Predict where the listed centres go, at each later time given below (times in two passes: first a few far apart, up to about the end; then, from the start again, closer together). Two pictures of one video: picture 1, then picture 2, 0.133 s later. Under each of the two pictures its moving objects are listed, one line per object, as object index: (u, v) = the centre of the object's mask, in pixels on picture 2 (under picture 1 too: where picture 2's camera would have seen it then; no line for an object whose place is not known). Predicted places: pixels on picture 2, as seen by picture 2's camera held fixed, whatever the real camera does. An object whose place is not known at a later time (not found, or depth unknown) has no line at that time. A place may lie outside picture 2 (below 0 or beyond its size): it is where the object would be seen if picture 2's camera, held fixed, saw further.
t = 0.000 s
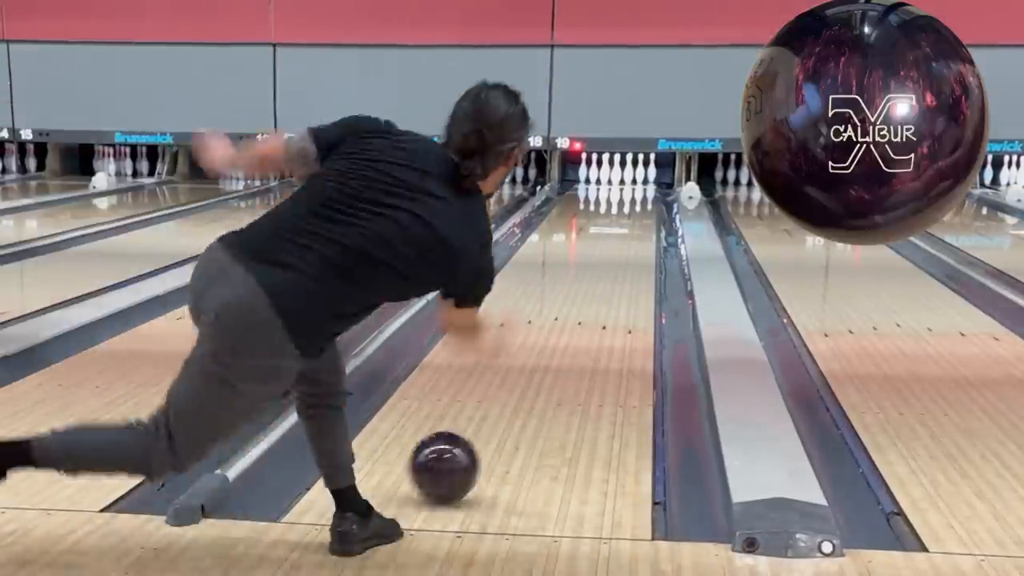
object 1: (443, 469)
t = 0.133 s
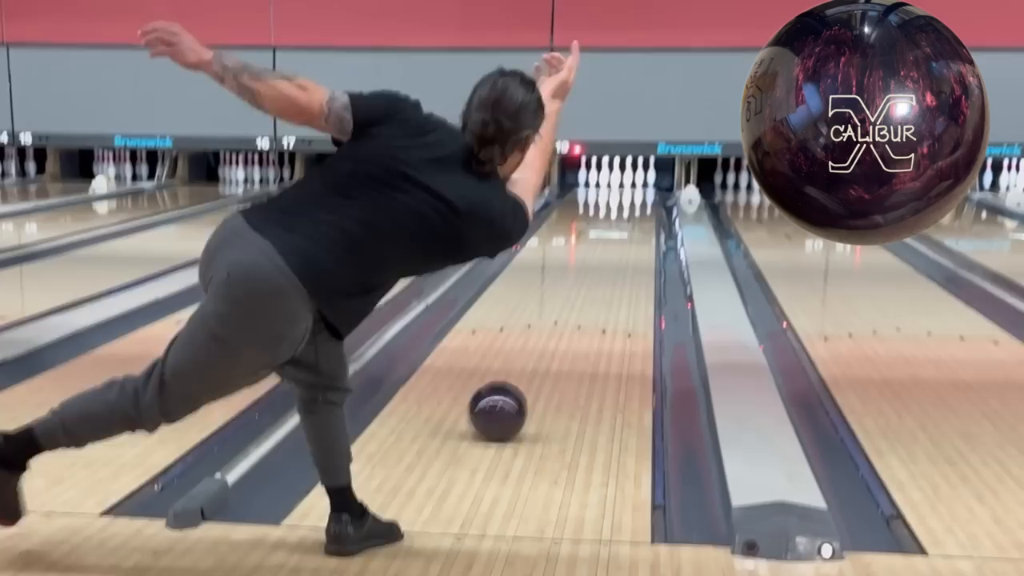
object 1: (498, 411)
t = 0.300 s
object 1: (543, 357)
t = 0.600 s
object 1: (594, 295)
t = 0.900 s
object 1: (623, 258)
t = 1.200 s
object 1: (640, 232)
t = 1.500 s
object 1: (646, 214)
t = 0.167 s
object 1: (508, 398)
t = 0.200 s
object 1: (518, 387)
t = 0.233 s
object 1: (527, 375)
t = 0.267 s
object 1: (535, 366)
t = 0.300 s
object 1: (543, 357)
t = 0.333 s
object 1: (550, 348)
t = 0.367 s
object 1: (557, 340)
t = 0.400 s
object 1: (563, 332)
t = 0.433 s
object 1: (569, 325)
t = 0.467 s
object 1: (575, 319)
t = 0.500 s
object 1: (577, 315)
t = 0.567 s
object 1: (590, 300)
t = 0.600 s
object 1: (594, 295)
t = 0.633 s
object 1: (598, 290)
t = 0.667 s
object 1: (602, 285)
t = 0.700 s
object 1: (605, 281)
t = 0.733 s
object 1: (609, 276)
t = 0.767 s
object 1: (612, 272)
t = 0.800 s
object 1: (615, 268)
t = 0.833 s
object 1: (618, 265)
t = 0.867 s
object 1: (621, 261)
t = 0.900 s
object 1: (623, 258)
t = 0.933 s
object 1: (626, 254)
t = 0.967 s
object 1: (628, 251)
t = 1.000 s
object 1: (630, 248)
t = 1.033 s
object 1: (632, 245)
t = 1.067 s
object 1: (634, 242)
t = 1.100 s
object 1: (636, 240)
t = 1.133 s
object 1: (637, 237)
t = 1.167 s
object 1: (638, 235)
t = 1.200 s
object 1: (640, 232)
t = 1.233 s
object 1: (641, 230)
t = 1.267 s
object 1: (641, 227)
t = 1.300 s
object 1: (642, 225)
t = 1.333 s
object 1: (643, 223)
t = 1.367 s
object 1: (644, 221)
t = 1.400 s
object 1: (644, 219)
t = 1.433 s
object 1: (645, 217)
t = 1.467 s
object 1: (646, 215)
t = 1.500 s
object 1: (646, 214)
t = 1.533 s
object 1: (646, 212)
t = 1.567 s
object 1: (646, 210)
